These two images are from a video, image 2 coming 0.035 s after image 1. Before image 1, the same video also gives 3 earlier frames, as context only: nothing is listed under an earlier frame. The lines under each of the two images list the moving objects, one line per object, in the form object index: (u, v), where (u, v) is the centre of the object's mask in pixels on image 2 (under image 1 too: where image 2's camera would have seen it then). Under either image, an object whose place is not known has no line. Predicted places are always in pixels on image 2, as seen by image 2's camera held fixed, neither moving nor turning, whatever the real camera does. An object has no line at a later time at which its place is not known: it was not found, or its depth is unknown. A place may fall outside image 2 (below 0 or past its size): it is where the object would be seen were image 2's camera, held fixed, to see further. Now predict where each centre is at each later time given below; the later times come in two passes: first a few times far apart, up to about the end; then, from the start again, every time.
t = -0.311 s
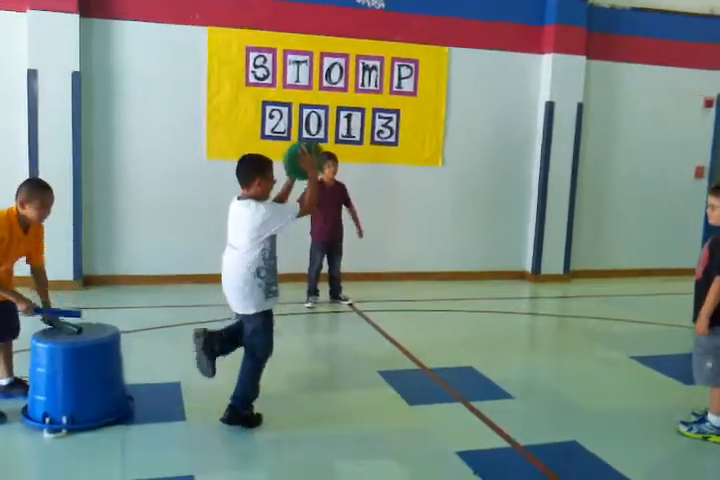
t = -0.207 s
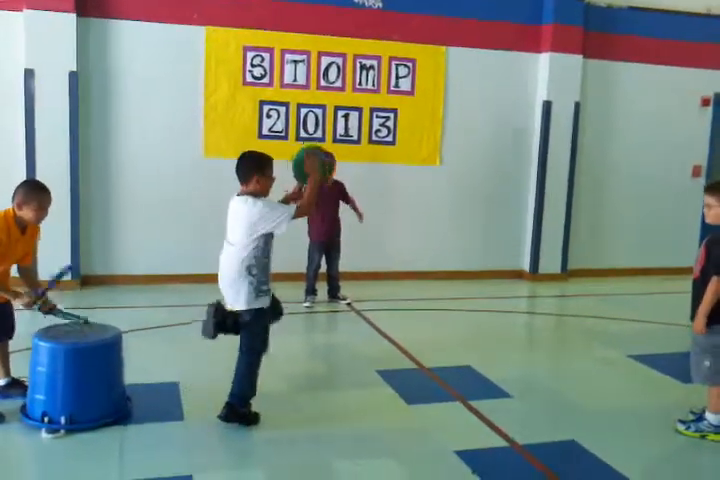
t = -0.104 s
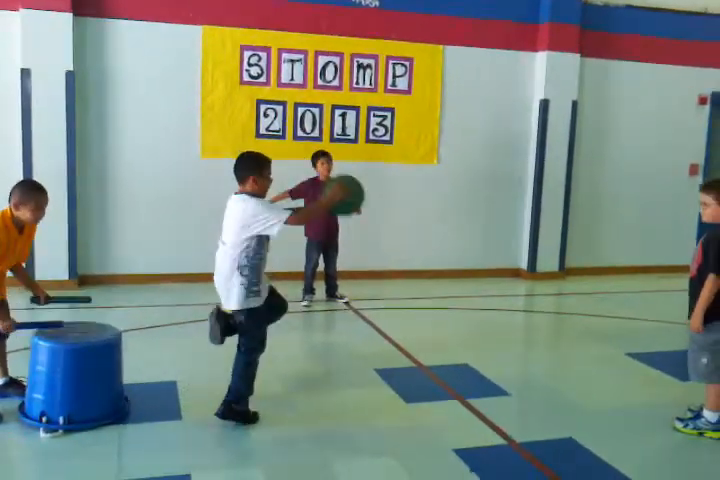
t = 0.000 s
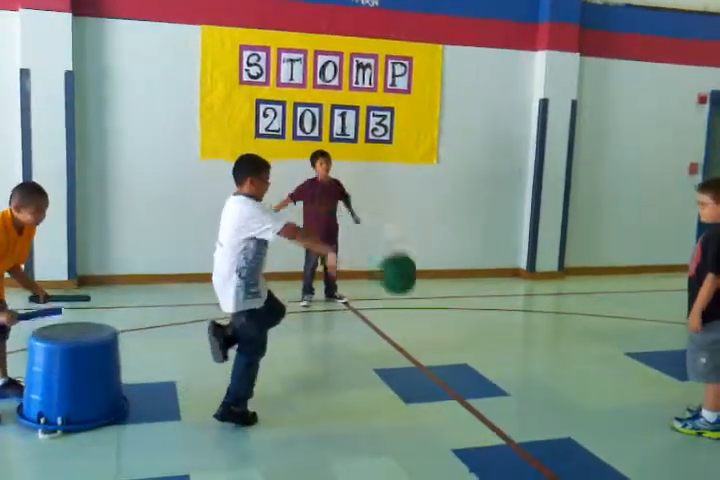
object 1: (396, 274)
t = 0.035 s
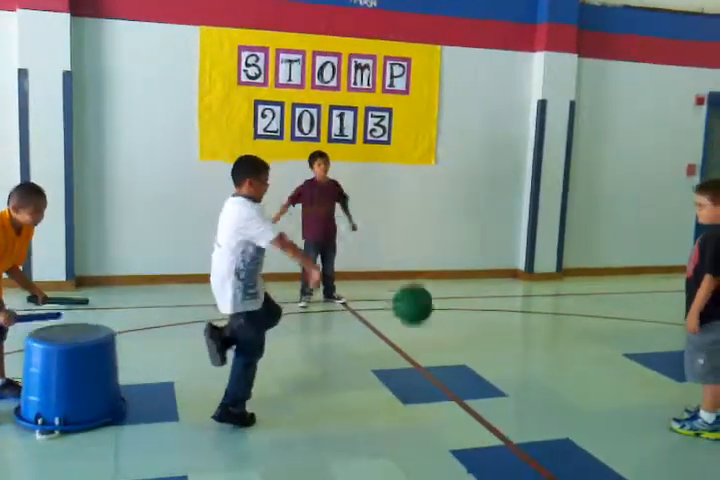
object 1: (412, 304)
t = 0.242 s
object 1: (499, 333)
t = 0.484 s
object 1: (584, 216)
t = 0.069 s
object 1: (430, 339)
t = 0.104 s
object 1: (448, 372)
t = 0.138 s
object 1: (463, 408)
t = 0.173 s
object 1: (479, 383)
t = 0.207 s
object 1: (487, 357)
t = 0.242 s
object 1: (499, 333)
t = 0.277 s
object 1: (511, 311)
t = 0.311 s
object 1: (524, 292)
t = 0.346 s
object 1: (537, 272)
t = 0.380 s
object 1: (548, 255)
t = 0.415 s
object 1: (561, 240)
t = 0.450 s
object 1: (572, 227)
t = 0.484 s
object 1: (584, 216)
